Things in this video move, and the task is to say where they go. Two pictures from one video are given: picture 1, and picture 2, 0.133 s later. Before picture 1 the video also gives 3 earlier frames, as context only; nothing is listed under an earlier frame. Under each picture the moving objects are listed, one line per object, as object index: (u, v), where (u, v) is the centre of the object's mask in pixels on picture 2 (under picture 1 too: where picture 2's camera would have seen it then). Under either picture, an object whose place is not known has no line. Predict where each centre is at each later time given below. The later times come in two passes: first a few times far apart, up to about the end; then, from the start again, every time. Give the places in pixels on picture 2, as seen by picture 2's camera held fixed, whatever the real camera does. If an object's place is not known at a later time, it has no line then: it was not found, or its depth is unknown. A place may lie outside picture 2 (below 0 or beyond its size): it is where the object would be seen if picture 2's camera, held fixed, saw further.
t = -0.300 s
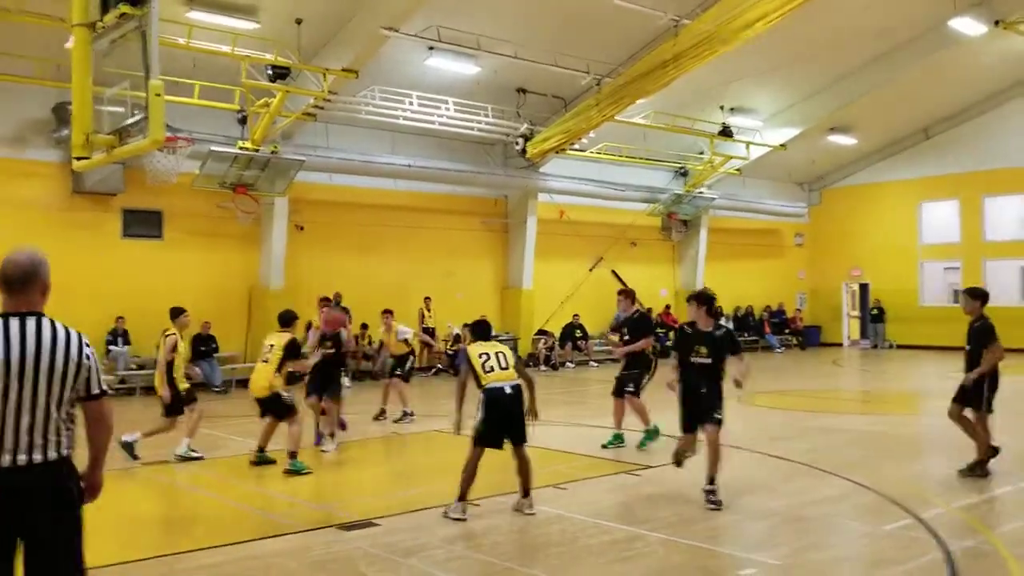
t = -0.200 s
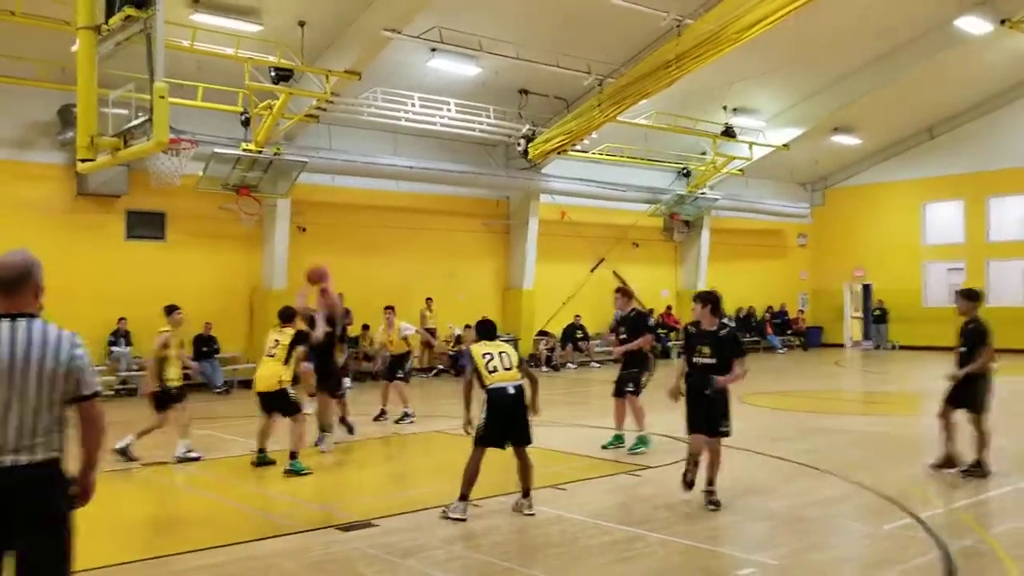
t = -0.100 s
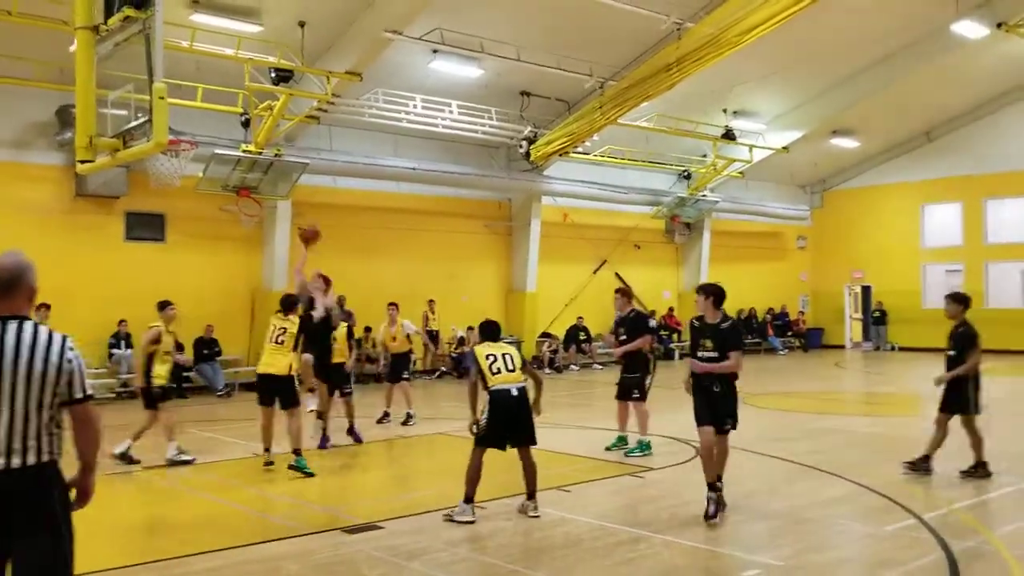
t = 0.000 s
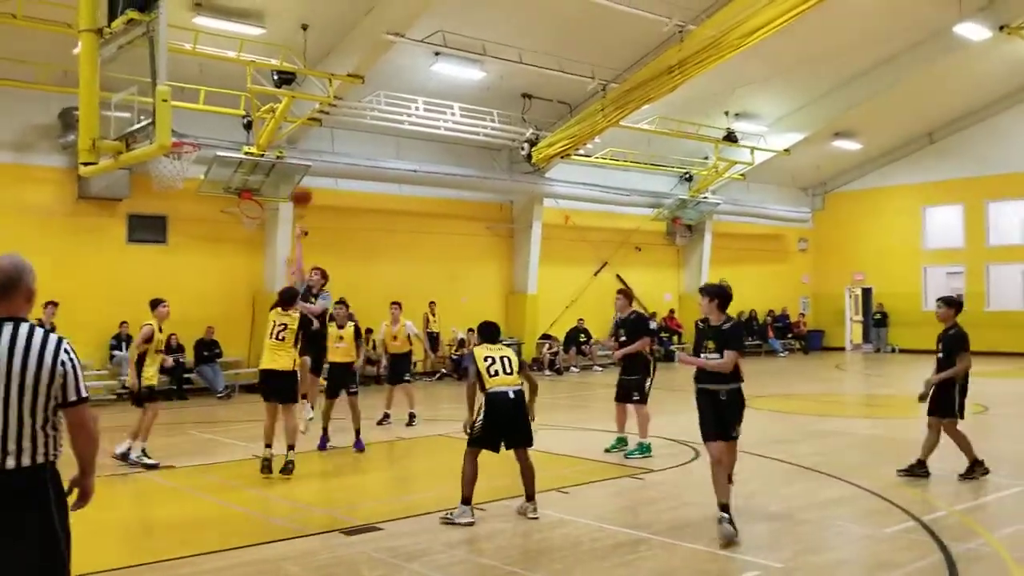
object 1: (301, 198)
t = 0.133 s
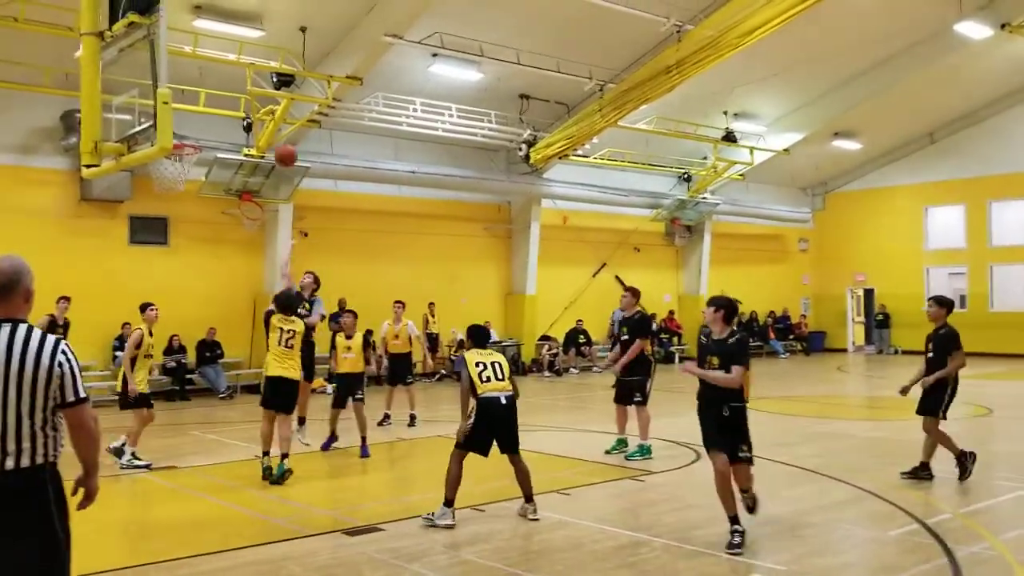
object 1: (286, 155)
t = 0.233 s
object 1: (276, 135)
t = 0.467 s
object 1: (248, 121)
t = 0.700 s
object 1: (217, 163)
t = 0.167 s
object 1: (282, 149)
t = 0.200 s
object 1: (281, 138)
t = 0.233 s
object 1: (276, 135)
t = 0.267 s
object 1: (271, 130)
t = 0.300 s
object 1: (267, 127)
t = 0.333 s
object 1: (264, 123)
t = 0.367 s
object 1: (260, 121)
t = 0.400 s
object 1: (252, 119)
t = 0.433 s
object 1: (251, 120)
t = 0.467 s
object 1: (248, 121)
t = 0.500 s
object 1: (243, 124)
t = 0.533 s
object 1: (239, 126)
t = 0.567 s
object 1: (235, 131)
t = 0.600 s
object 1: (230, 136)
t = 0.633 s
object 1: (226, 143)
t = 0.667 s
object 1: (221, 152)
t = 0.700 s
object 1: (217, 163)
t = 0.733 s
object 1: (213, 173)
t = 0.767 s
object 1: (208, 187)
